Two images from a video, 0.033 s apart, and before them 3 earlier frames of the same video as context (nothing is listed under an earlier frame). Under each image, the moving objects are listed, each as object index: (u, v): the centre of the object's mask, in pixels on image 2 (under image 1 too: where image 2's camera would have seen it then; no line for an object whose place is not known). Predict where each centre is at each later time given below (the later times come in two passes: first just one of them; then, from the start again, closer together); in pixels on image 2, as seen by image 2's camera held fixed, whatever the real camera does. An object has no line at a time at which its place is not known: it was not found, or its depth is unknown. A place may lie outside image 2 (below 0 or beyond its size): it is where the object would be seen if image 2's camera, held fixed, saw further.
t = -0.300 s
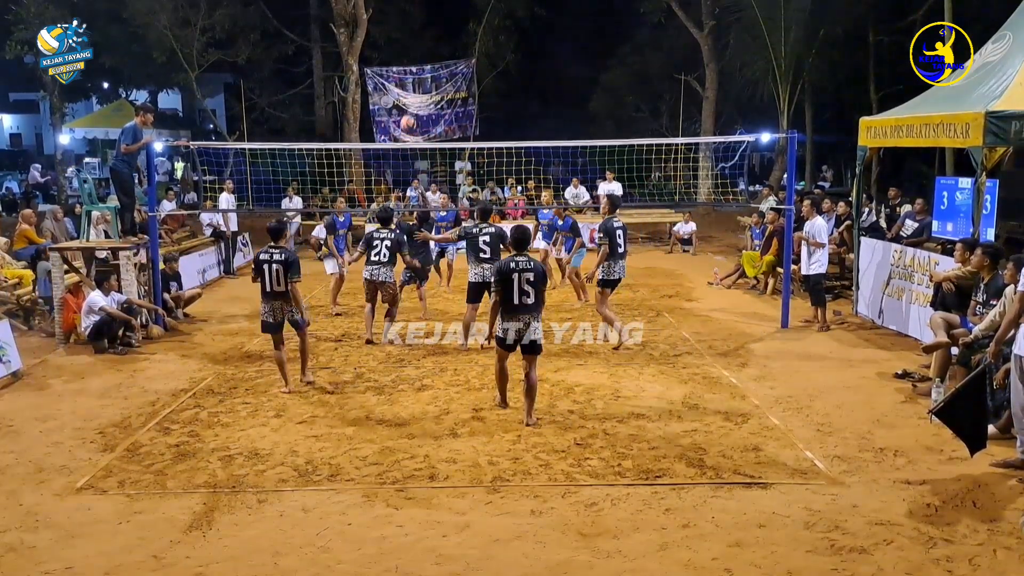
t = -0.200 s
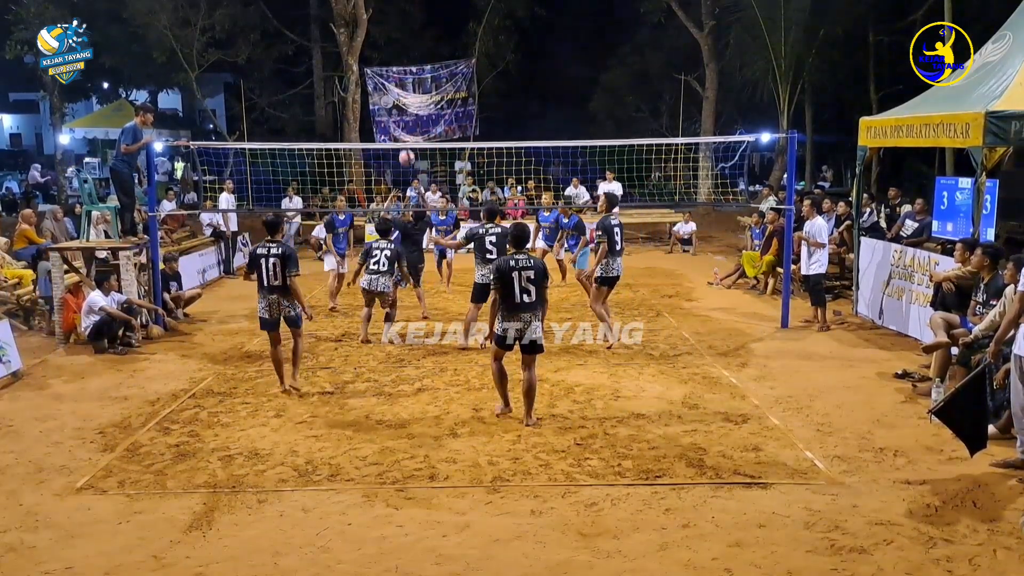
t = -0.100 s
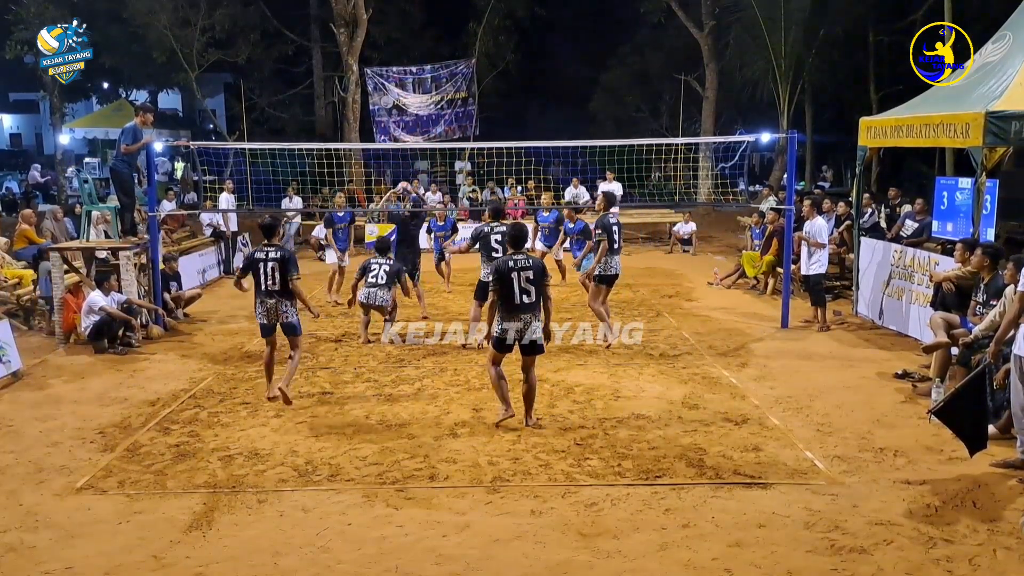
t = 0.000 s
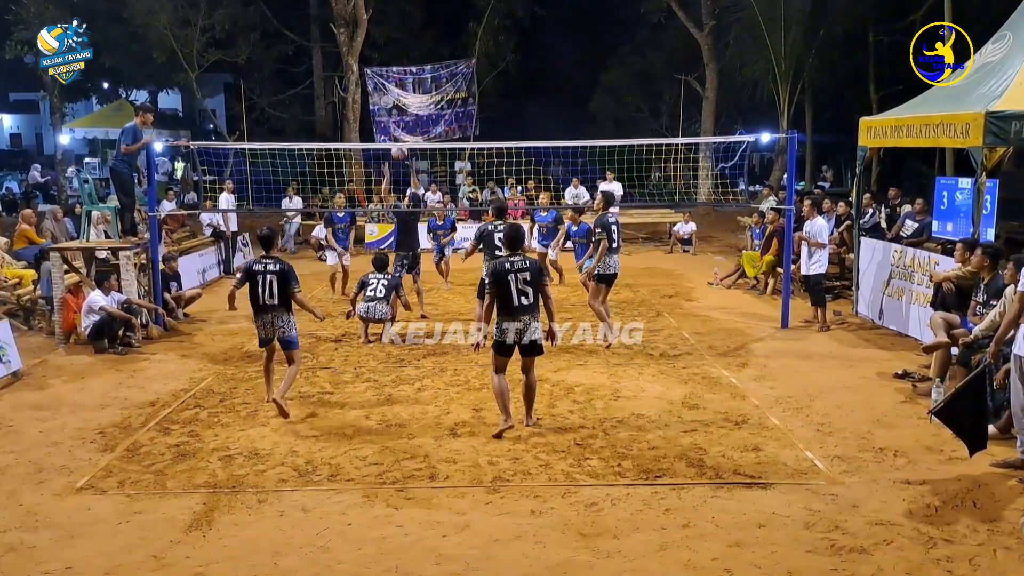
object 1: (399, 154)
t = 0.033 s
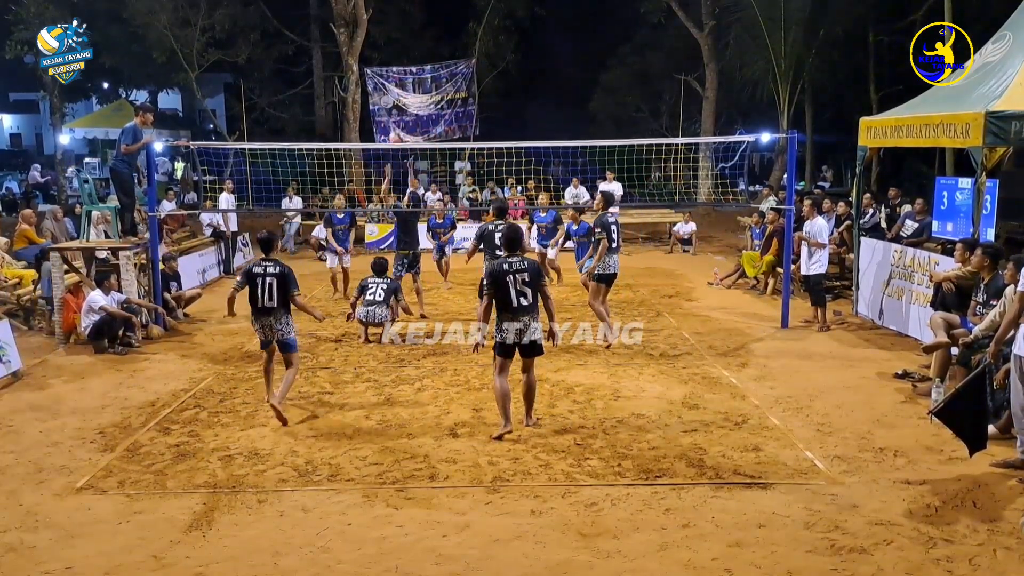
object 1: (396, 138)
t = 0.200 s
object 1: (387, 82)
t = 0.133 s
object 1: (389, 102)
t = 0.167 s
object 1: (387, 92)
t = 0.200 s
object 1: (387, 82)
